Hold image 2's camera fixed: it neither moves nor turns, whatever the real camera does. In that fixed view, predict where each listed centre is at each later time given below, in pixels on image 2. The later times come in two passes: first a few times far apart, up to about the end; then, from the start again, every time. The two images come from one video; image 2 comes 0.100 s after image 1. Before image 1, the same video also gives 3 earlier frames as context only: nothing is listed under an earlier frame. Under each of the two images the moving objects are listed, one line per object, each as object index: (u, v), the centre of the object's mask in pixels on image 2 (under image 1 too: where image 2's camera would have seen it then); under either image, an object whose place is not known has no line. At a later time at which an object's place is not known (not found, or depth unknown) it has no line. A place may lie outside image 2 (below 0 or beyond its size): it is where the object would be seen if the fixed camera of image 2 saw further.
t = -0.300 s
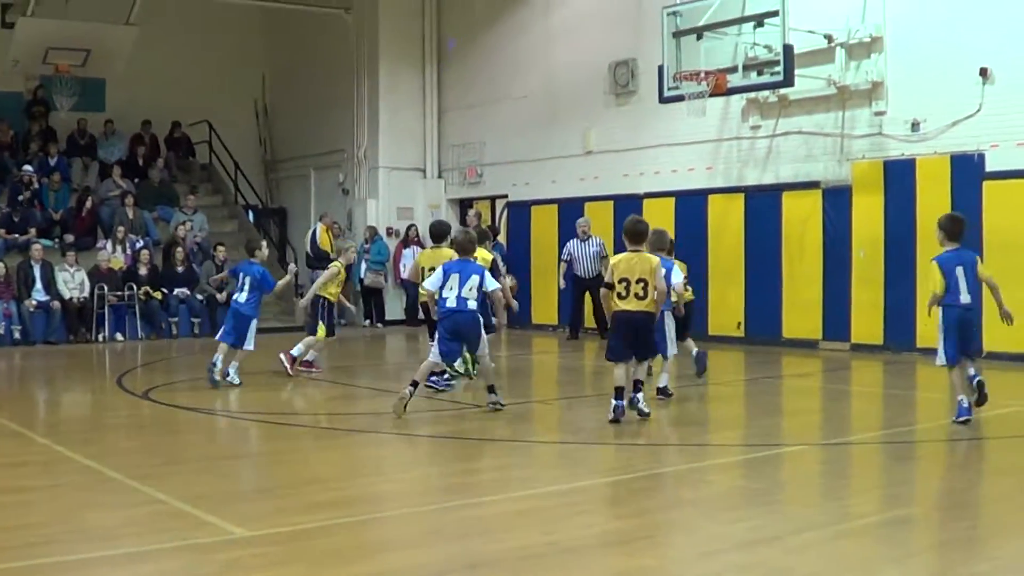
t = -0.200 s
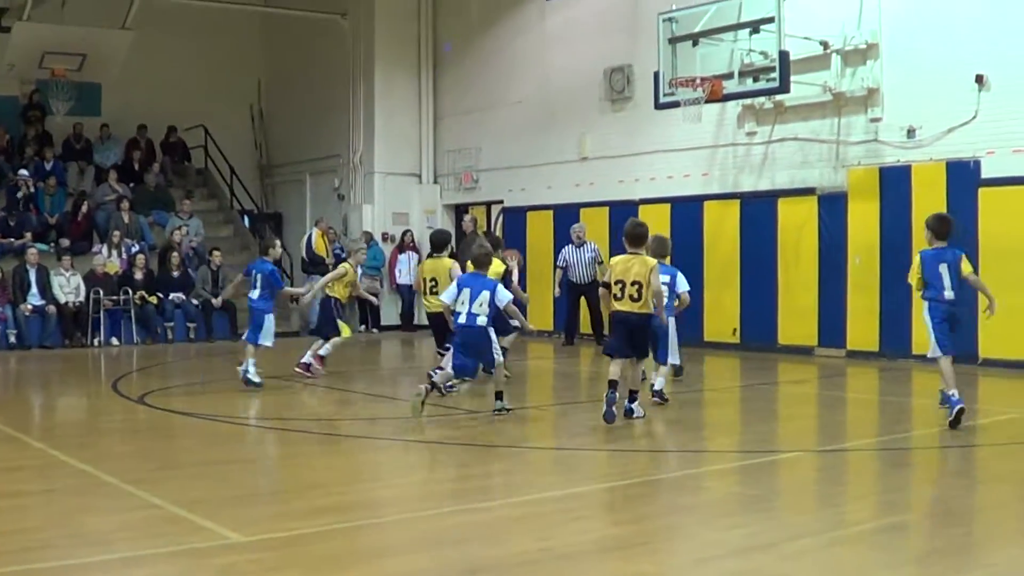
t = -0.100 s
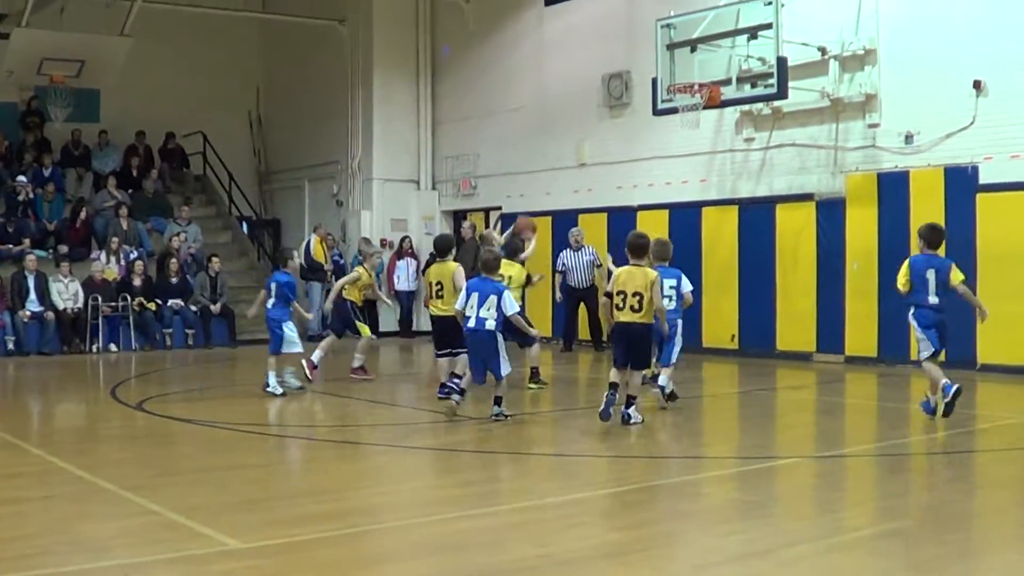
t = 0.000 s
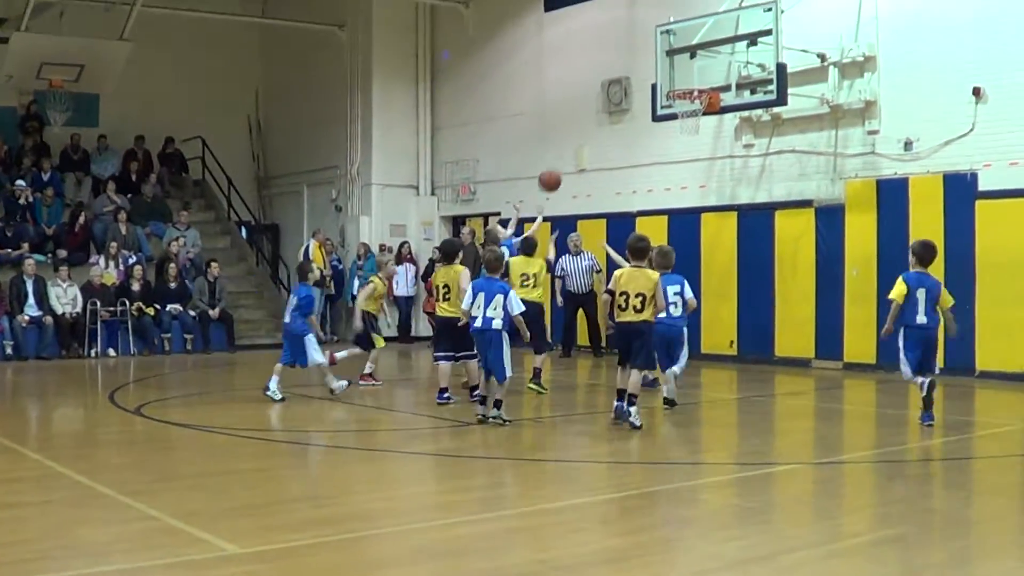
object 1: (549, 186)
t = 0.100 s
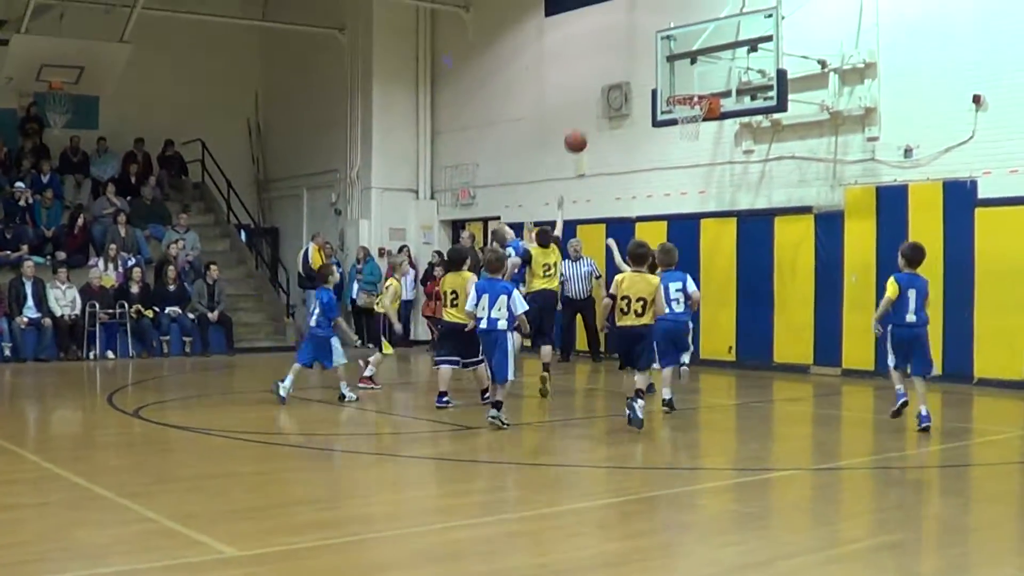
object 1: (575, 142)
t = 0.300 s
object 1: (626, 87)
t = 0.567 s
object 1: (688, 75)
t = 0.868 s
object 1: (707, 76)
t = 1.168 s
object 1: (691, 80)
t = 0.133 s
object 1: (584, 130)
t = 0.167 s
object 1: (592, 119)
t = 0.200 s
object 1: (601, 110)
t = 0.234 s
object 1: (610, 100)
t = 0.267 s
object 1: (617, 93)
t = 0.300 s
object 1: (626, 87)
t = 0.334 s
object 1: (634, 82)
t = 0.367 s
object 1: (642, 78)
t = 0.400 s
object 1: (649, 75)
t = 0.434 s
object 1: (657, 72)
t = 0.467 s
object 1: (665, 72)
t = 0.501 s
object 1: (673, 72)
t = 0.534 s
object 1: (680, 72)
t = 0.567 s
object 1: (688, 75)
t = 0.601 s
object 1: (696, 78)
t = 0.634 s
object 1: (703, 82)
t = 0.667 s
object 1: (710, 86)
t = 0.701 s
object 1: (714, 86)
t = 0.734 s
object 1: (717, 84)
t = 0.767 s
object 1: (715, 80)
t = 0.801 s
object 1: (712, 78)
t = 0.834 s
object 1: (710, 77)
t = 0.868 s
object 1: (707, 76)
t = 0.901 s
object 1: (705, 77)
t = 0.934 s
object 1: (702, 79)
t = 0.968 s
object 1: (700, 81)
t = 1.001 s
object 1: (698, 84)
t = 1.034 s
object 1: (696, 82)
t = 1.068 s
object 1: (695, 80)
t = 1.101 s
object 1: (694, 79)
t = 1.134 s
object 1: (692, 79)
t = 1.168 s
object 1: (691, 80)
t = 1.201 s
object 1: (690, 82)
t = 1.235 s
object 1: (689, 84)
